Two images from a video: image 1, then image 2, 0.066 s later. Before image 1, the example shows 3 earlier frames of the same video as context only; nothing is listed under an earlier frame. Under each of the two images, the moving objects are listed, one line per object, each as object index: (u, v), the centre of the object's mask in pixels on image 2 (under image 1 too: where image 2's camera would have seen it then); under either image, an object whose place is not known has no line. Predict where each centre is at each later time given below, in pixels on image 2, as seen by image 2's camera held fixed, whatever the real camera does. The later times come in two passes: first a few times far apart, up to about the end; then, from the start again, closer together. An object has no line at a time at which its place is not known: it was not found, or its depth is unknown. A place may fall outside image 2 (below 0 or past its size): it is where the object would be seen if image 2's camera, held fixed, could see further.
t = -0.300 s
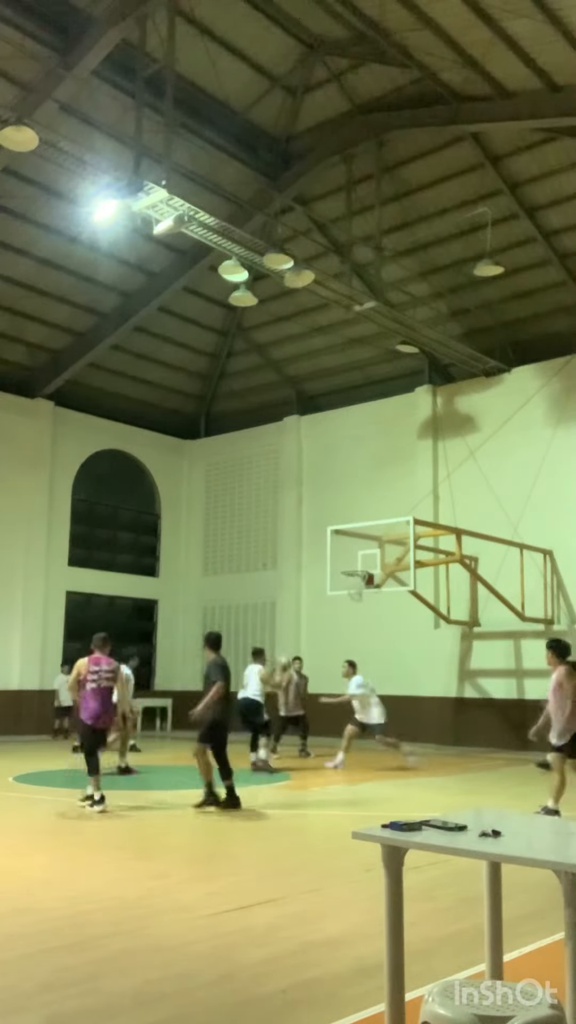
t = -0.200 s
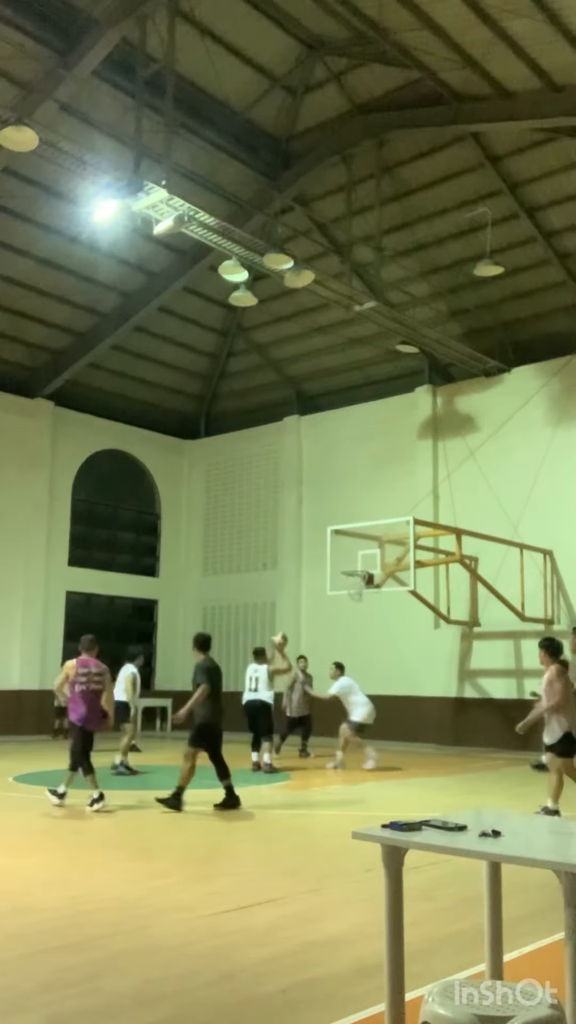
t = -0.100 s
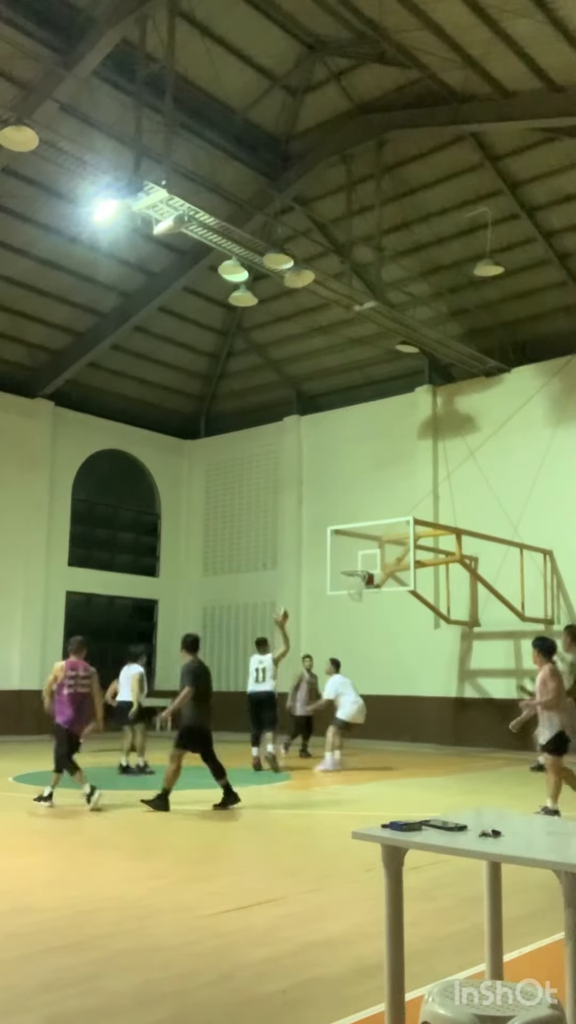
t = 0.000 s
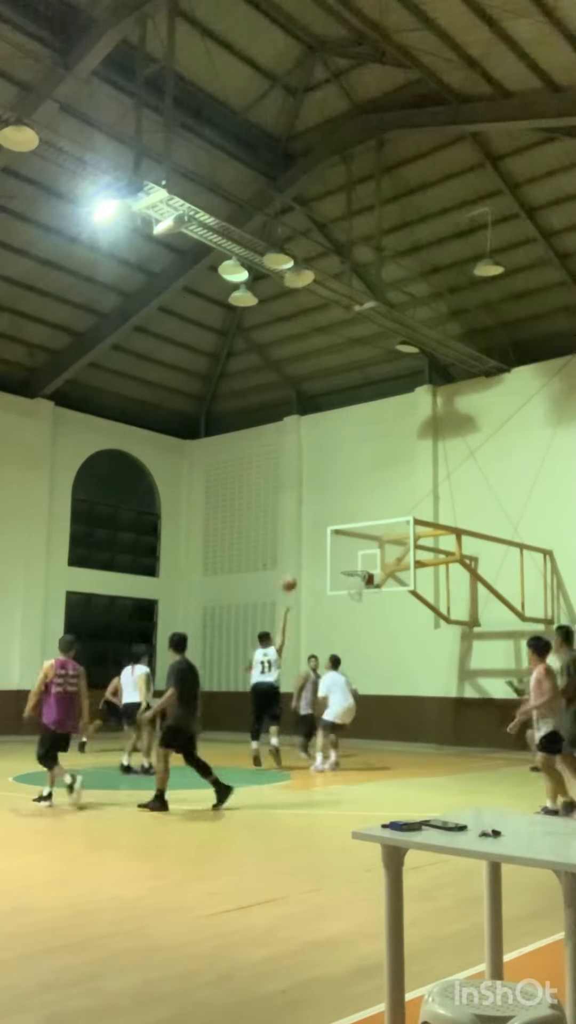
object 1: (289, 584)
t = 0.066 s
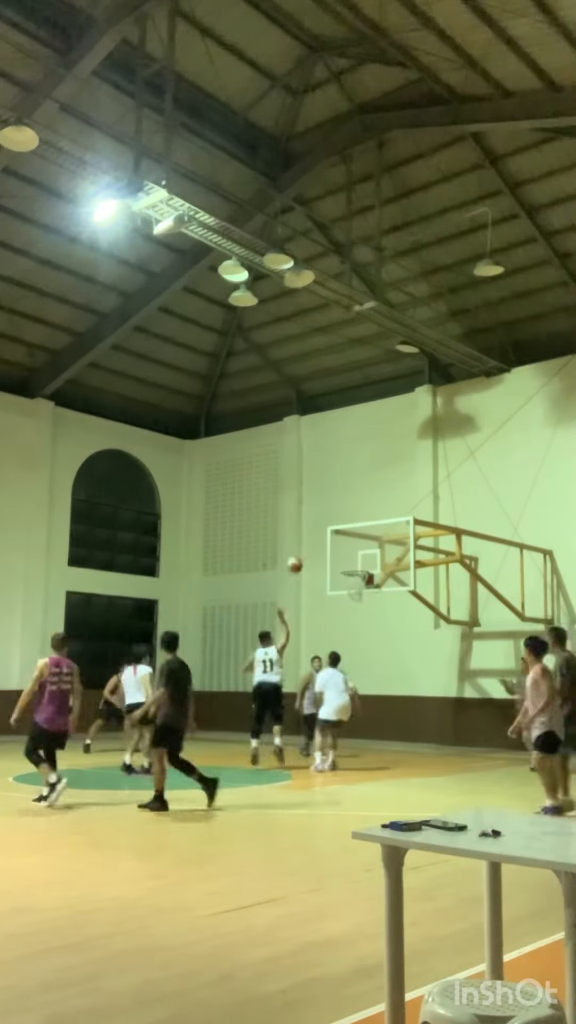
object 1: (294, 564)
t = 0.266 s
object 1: (312, 528)
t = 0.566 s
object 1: (335, 523)
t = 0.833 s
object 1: (352, 560)
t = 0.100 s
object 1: (298, 556)
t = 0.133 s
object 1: (301, 549)
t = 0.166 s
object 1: (305, 544)
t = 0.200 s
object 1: (307, 538)
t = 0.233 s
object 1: (310, 532)
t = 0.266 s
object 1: (312, 528)
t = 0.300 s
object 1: (315, 525)
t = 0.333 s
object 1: (317, 522)
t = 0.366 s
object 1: (320, 521)
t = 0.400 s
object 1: (323, 519)
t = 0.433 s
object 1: (326, 519)
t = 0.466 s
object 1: (328, 518)
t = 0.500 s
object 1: (331, 519)
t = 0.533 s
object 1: (332, 520)
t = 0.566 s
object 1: (335, 523)
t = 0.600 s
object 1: (337, 525)
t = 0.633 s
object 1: (339, 528)
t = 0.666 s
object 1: (342, 532)
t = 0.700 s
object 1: (343, 535)
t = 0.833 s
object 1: (352, 560)
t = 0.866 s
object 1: (355, 568)
